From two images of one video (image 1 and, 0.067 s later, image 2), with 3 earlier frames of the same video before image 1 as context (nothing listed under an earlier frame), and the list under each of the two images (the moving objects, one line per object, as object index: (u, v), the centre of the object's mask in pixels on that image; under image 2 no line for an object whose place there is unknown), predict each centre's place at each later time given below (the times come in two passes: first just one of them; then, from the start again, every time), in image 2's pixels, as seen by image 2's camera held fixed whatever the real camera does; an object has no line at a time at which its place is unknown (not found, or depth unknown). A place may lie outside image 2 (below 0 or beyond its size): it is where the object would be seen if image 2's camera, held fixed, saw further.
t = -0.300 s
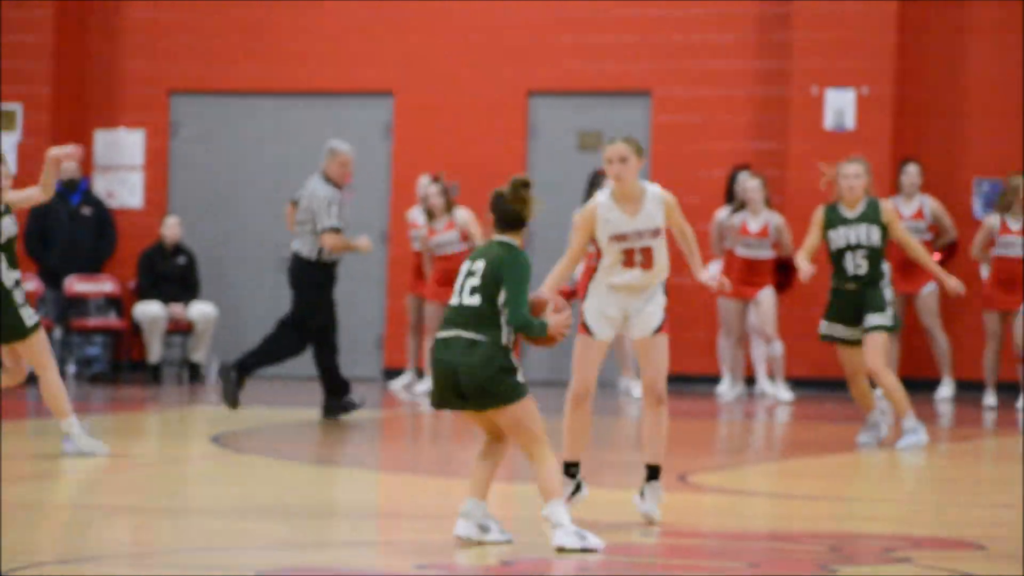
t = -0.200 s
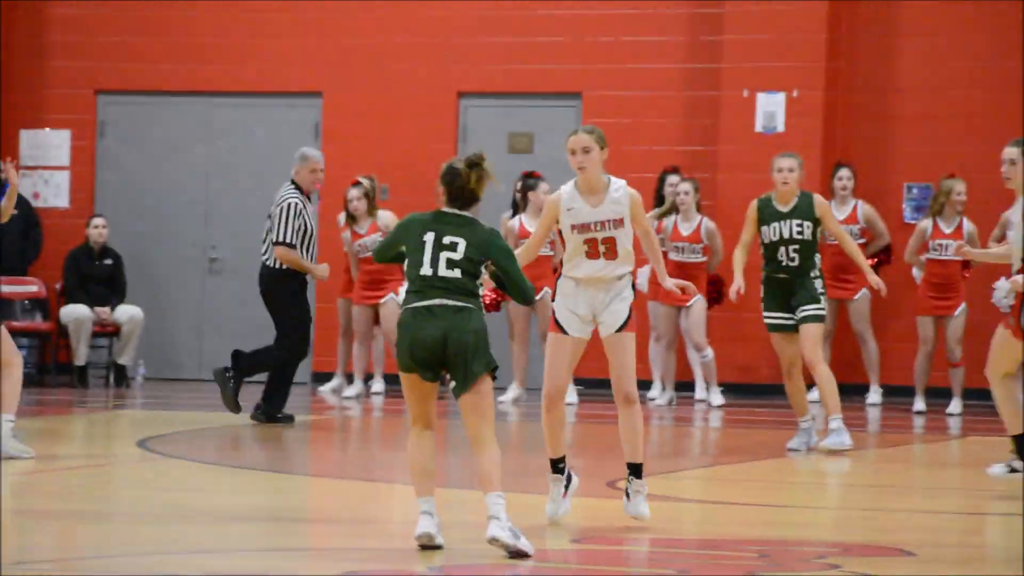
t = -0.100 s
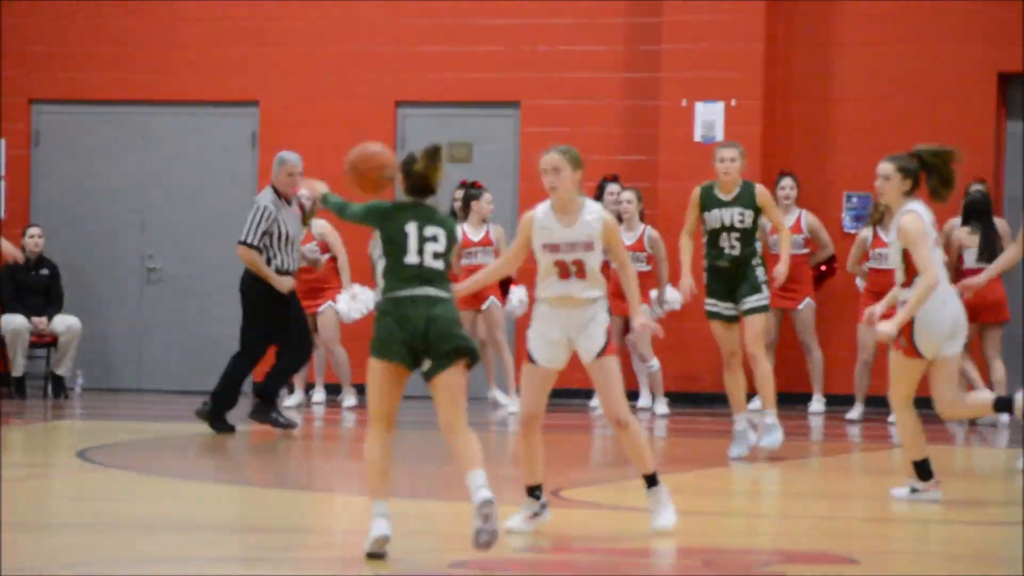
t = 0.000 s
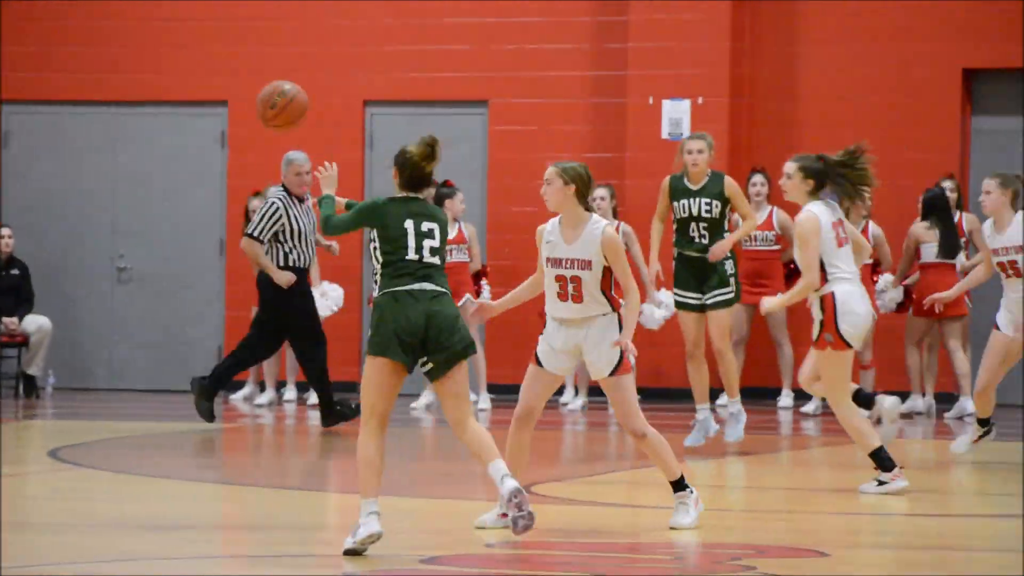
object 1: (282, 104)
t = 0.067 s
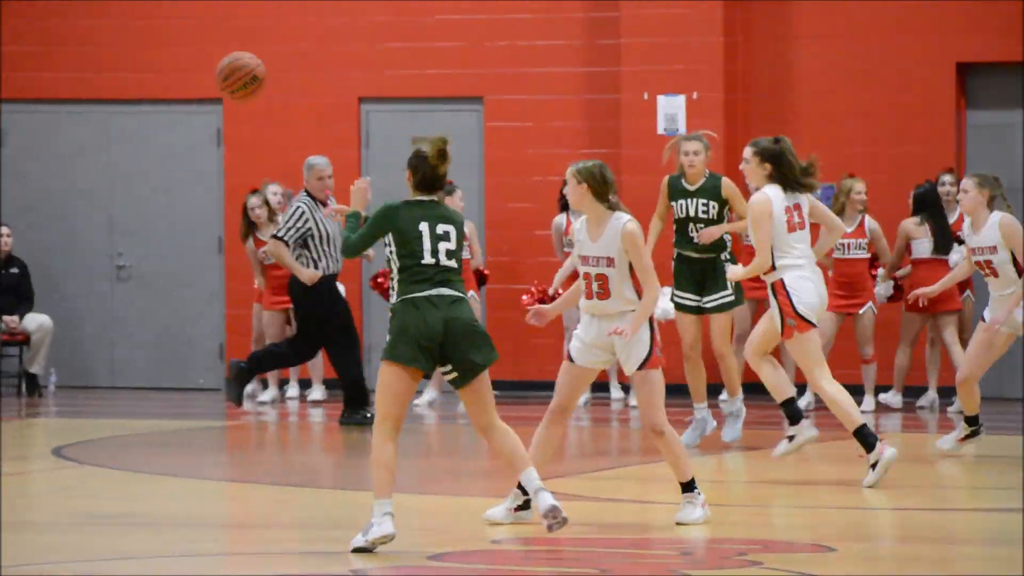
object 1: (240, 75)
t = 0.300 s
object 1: (133, 54)
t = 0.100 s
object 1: (225, 66)
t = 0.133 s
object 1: (208, 59)
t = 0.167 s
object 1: (192, 54)
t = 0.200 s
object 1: (178, 51)
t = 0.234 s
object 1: (163, 50)
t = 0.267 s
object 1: (148, 52)
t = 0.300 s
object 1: (133, 54)
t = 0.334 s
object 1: (119, 59)
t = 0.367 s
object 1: (106, 67)
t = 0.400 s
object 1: (92, 77)
